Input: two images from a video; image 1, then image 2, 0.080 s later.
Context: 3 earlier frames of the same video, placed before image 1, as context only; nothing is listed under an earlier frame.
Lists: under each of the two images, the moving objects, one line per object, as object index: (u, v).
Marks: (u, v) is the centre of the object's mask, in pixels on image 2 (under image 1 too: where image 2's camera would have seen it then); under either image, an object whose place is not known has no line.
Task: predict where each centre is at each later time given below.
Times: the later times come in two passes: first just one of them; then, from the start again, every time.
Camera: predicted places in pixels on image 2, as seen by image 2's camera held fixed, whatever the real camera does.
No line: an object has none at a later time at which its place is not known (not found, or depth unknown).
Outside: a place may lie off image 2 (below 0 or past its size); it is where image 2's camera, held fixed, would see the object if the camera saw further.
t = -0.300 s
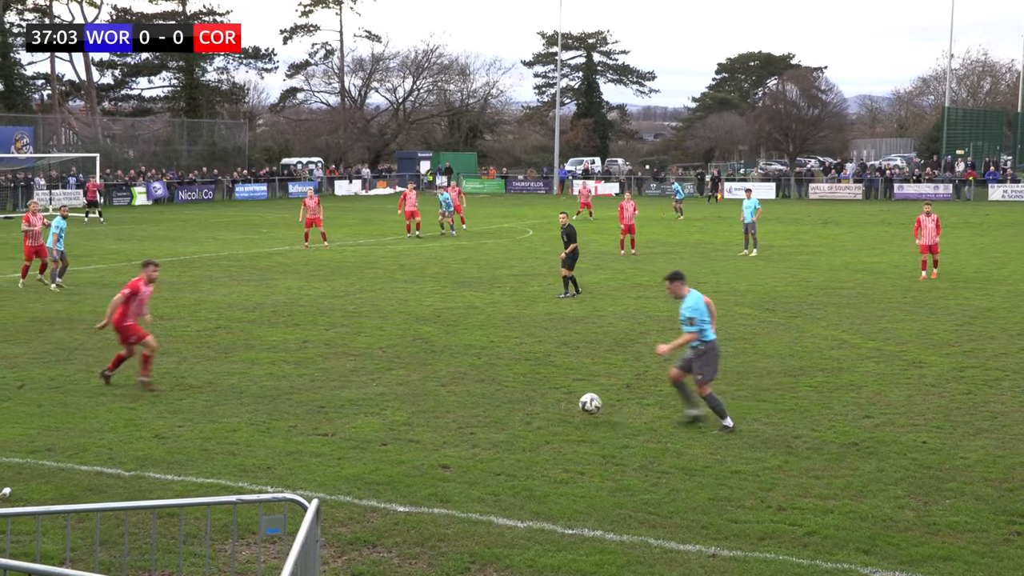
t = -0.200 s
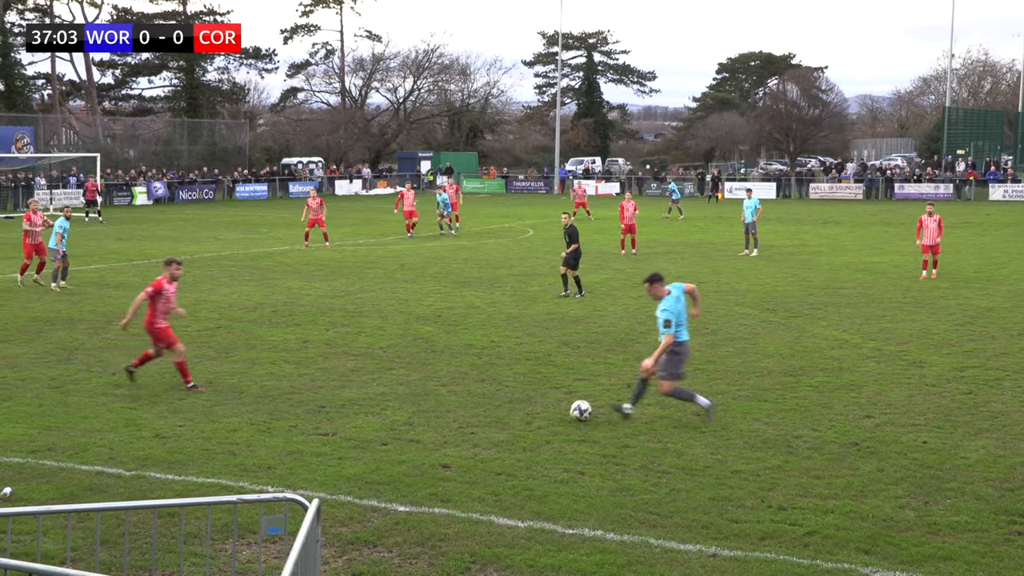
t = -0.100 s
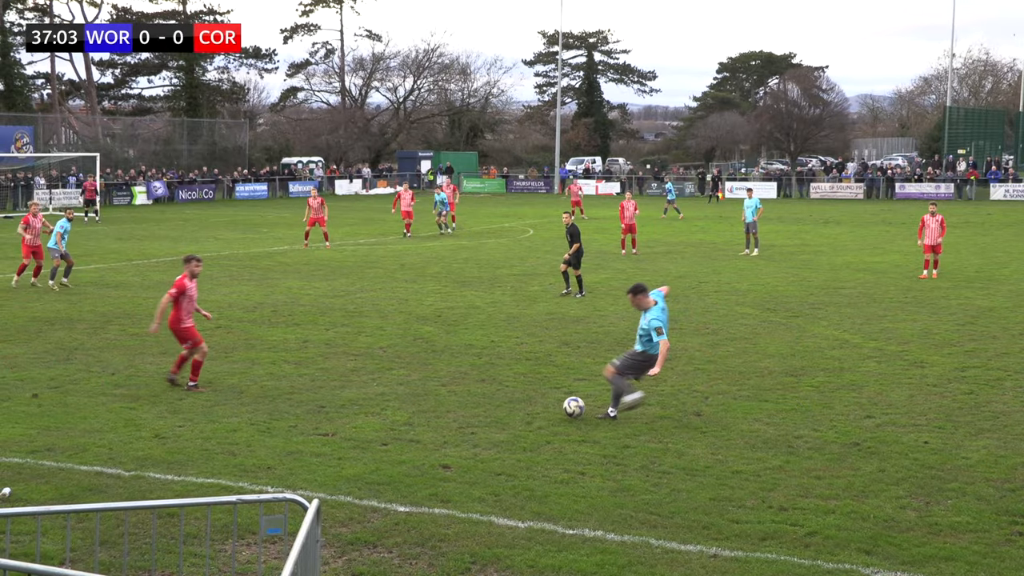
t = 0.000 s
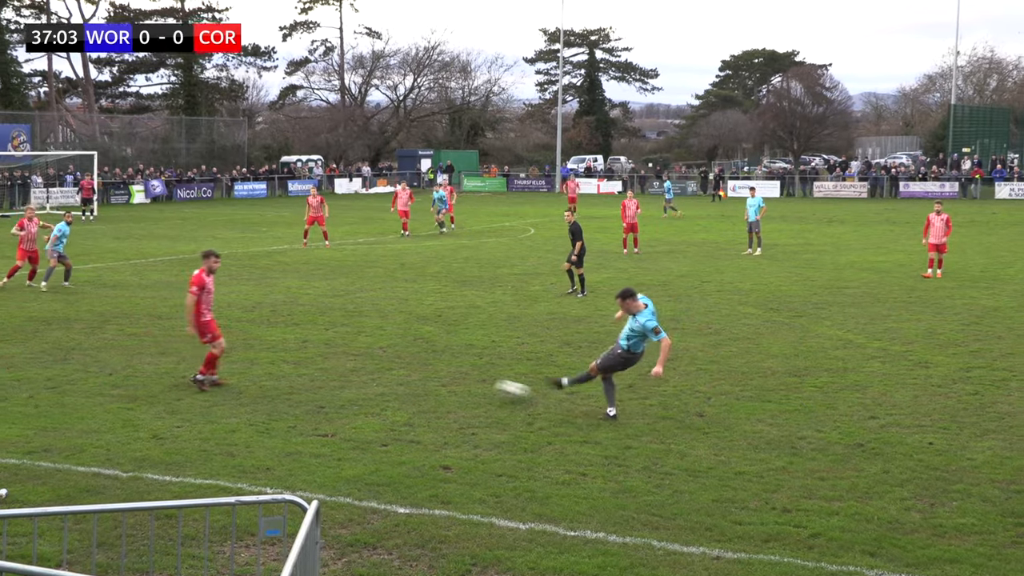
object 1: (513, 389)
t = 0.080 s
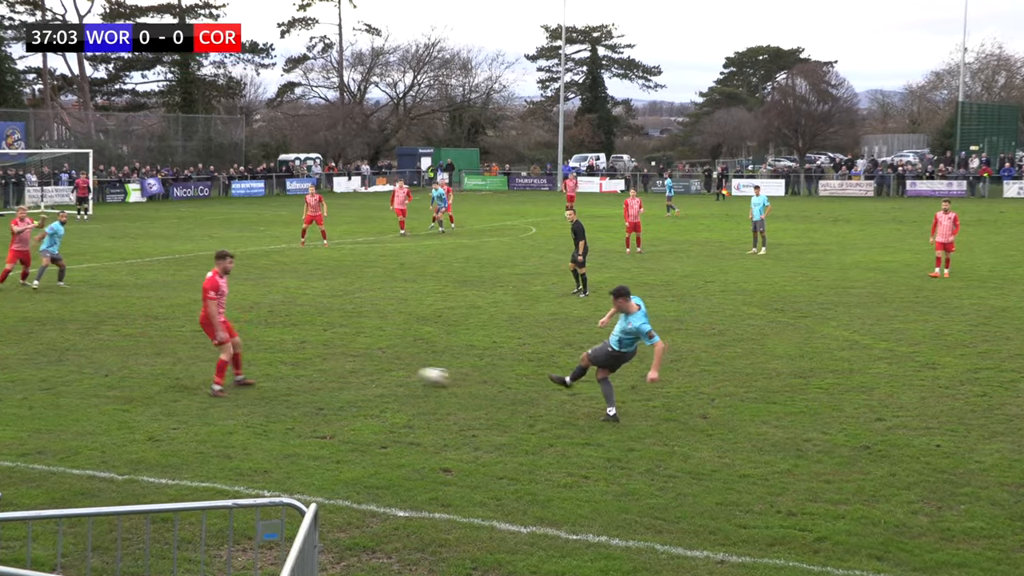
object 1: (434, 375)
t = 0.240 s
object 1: (322, 351)
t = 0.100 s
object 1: (416, 372)
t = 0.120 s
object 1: (400, 370)
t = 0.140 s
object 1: (386, 366)
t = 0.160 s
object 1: (372, 362)
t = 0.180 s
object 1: (358, 360)
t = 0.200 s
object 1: (346, 356)
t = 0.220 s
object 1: (334, 353)
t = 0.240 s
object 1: (322, 351)
